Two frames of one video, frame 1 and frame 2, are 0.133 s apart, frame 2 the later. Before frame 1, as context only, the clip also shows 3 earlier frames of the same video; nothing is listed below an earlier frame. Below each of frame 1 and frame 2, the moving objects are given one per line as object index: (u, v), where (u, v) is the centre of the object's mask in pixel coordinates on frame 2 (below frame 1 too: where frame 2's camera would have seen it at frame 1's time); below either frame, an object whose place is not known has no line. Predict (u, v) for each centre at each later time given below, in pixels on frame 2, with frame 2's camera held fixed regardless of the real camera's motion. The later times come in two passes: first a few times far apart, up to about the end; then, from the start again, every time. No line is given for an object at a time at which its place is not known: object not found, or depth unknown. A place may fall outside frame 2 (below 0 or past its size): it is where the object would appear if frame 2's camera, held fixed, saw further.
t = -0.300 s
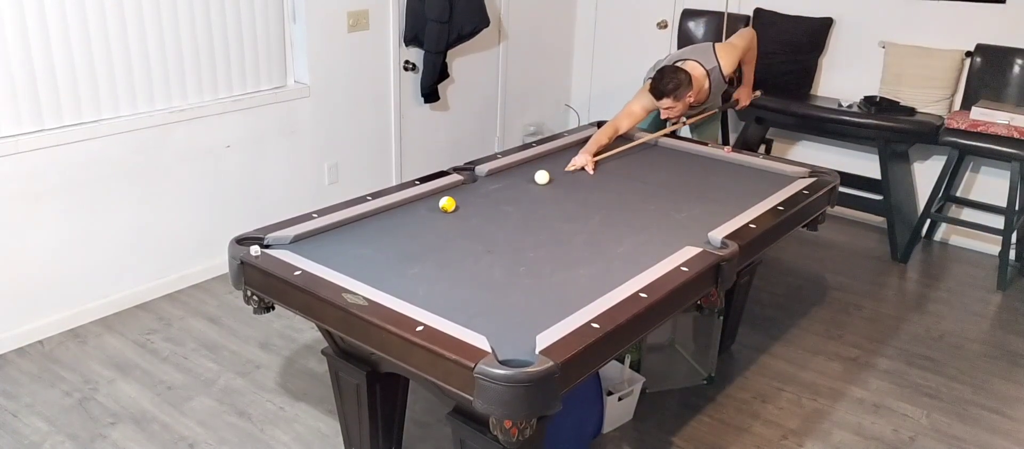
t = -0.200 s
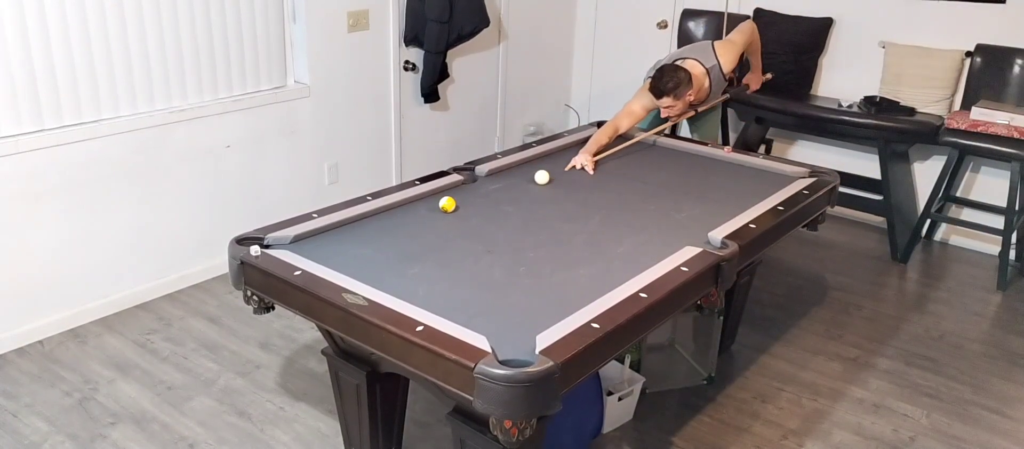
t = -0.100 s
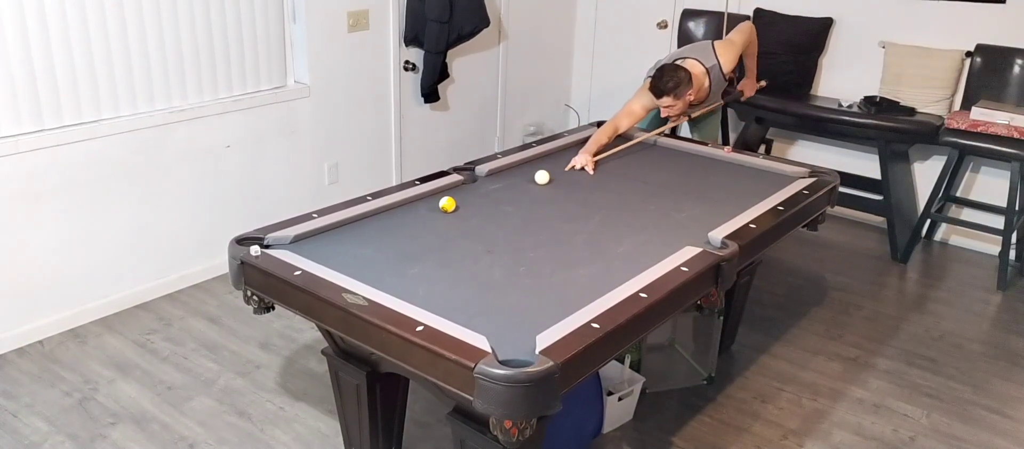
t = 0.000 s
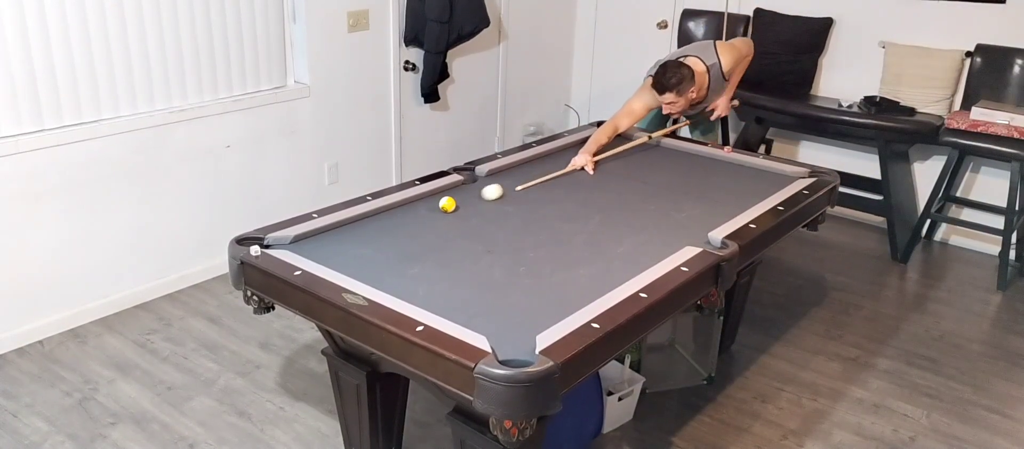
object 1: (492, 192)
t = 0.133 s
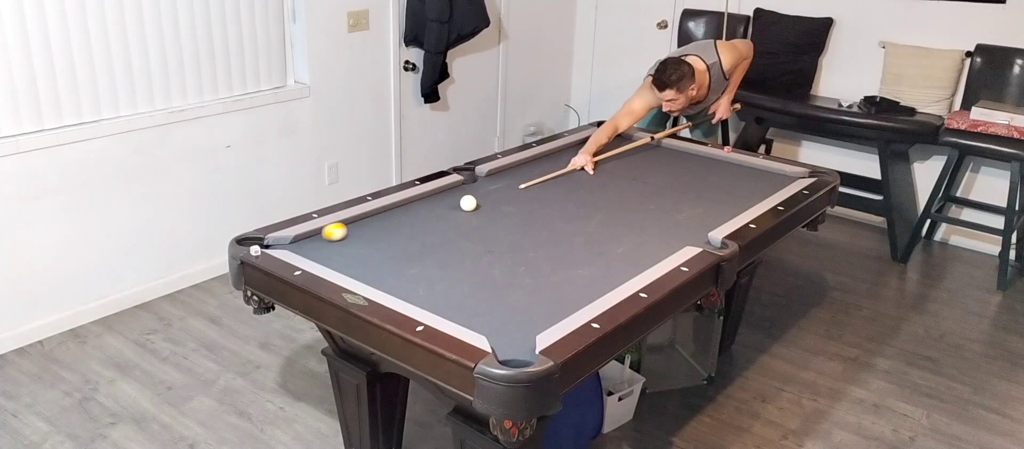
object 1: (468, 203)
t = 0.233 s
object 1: (475, 204)
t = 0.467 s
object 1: (488, 205)
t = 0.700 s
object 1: (495, 205)
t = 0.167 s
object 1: (471, 203)
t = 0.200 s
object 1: (473, 203)
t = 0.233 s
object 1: (475, 204)
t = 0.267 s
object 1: (477, 204)
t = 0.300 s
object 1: (478, 204)
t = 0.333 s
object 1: (479, 204)
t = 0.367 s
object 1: (483, 204)
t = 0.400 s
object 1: (485, 204)
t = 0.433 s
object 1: (486, 205)
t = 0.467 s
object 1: (488, 205)
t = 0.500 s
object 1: (489, 205)
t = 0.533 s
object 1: (491, 205)
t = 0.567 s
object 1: (491, 205)
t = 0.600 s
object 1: (492, 205)
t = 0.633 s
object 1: (494, 205)
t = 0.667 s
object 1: (494, 205)
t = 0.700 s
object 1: (495, 205)
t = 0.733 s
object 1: (496, 205)
